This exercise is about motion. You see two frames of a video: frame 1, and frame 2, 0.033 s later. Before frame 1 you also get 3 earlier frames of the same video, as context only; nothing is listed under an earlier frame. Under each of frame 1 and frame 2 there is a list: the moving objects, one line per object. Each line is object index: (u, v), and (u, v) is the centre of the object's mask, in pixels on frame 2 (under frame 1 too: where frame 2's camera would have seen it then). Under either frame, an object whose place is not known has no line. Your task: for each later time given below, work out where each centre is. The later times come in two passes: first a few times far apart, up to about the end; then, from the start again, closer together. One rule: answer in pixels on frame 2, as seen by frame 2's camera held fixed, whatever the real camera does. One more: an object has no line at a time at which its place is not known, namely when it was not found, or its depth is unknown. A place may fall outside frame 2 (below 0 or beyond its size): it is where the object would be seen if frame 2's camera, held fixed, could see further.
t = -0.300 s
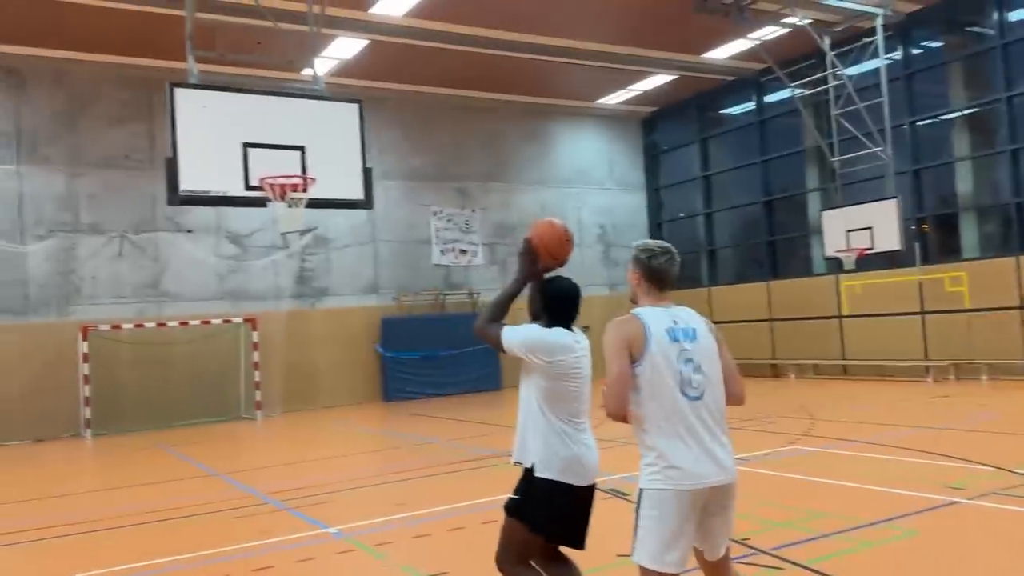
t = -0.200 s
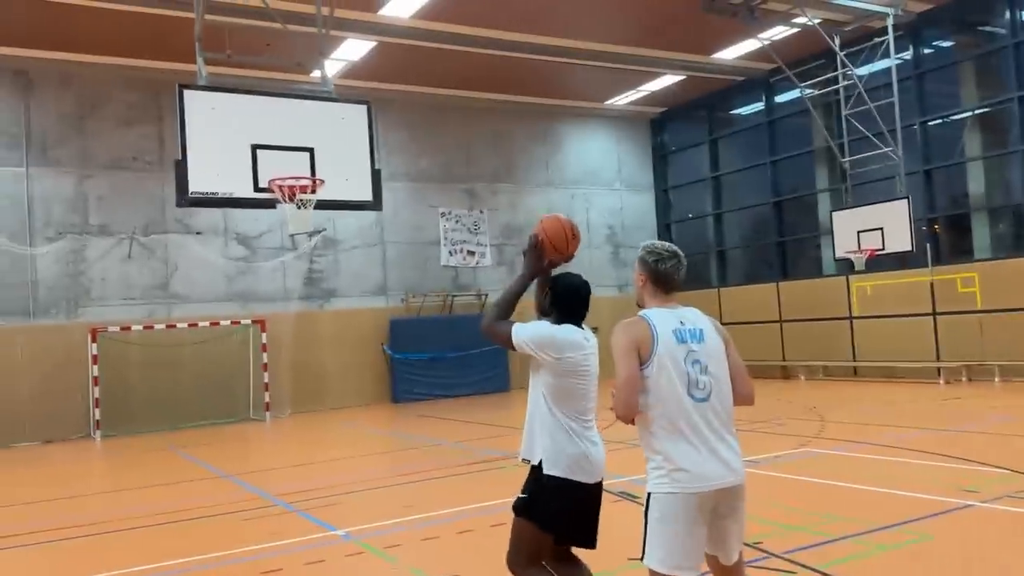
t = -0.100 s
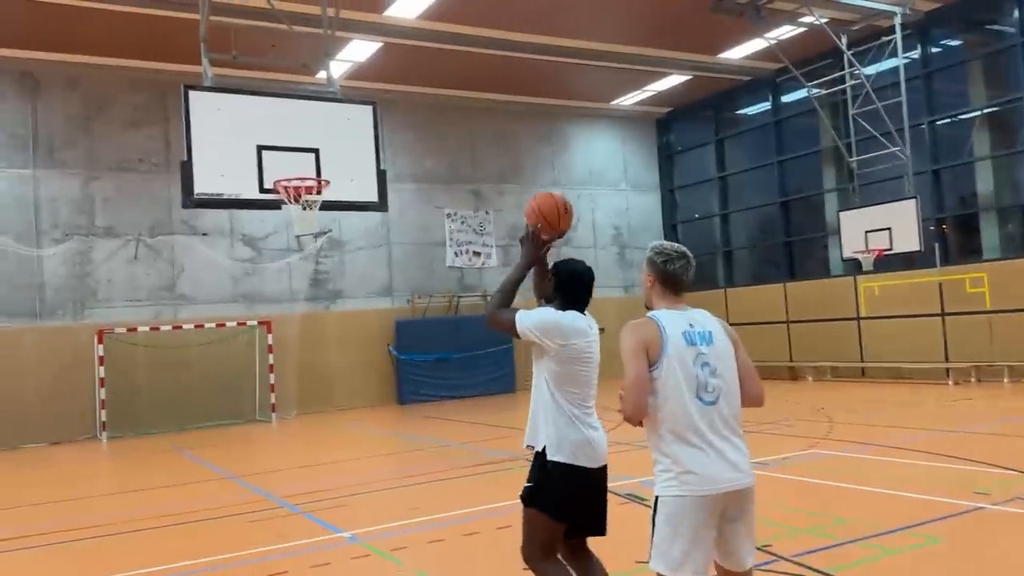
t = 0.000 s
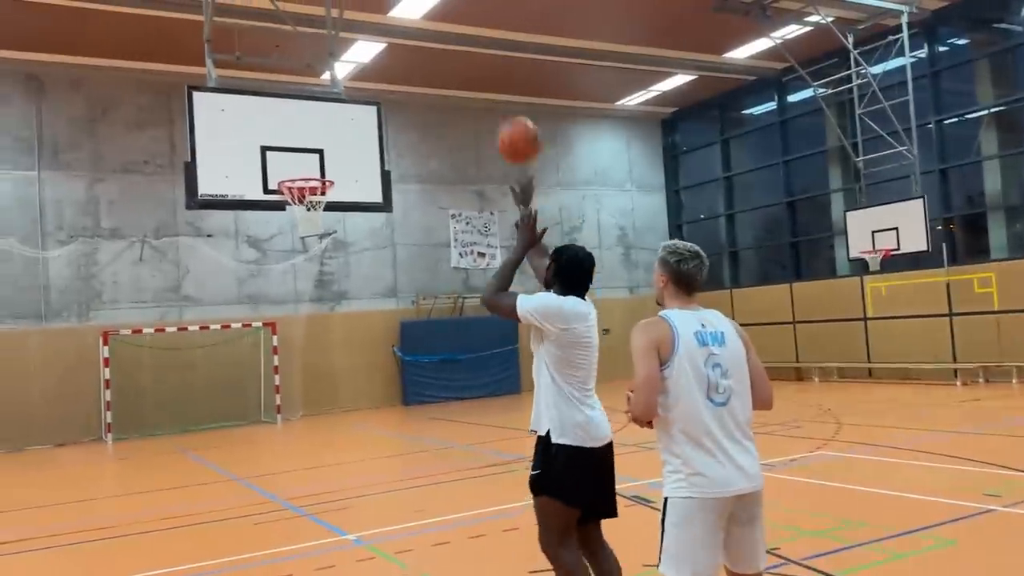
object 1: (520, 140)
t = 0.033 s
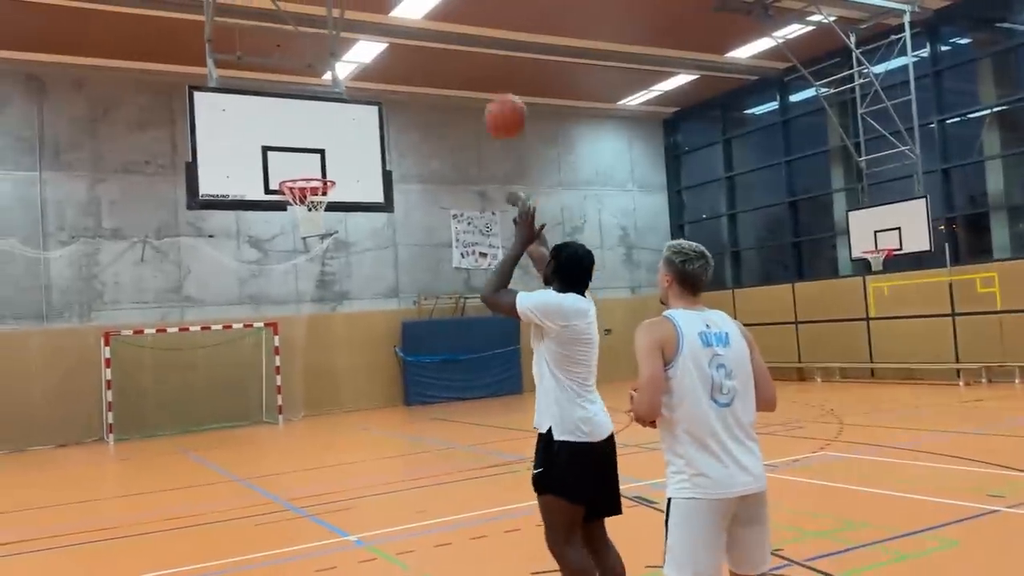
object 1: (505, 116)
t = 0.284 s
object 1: (422, 23)
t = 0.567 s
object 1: (369, 44)
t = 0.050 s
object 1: (498, 105)
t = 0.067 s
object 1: (492, 95)
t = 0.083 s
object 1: (484, 86)
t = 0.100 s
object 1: (479, 77)
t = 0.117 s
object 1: (473, 70)
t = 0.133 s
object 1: (466, 62)
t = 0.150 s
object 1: (461, 56)
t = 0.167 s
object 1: (455, 50)
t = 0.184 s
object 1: (450, 43)
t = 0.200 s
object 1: (445, 40)
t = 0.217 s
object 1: (440, 35)
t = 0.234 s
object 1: (435, 32)
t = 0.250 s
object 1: (431, 28)
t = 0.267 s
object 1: (427, 25)
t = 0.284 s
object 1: (422, 23)
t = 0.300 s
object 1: (419, 21)
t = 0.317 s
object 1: (415, 20)
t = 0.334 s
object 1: (410, 19)
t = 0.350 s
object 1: (407, 19)
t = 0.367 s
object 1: (403, 19)
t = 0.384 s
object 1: (399, 19)
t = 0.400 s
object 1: (396, 19)
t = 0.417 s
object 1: (393, 20)
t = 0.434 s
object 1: (389, 21)
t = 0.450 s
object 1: (387, 23)
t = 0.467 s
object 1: (384, 24)
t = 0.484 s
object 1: (381, 27)
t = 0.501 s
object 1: (378, 29)
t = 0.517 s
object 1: (376, 32)
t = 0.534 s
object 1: (373, 36)
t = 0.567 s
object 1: (369, 44)
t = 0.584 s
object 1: (366, 48)
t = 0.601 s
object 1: (363, 53)
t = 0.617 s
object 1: (361, 57)
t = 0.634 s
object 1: (359, 64)
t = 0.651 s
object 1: (357, 68)
